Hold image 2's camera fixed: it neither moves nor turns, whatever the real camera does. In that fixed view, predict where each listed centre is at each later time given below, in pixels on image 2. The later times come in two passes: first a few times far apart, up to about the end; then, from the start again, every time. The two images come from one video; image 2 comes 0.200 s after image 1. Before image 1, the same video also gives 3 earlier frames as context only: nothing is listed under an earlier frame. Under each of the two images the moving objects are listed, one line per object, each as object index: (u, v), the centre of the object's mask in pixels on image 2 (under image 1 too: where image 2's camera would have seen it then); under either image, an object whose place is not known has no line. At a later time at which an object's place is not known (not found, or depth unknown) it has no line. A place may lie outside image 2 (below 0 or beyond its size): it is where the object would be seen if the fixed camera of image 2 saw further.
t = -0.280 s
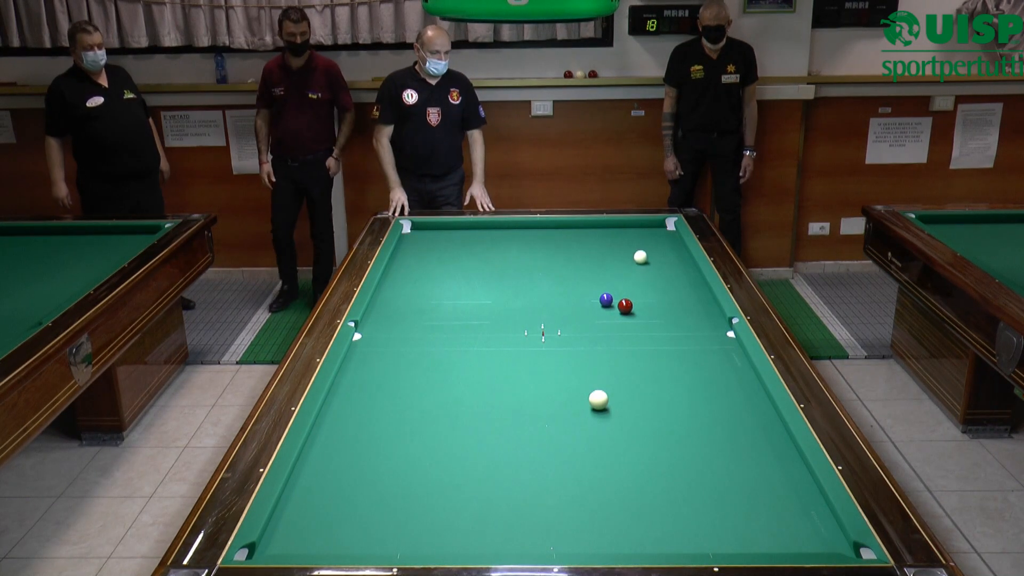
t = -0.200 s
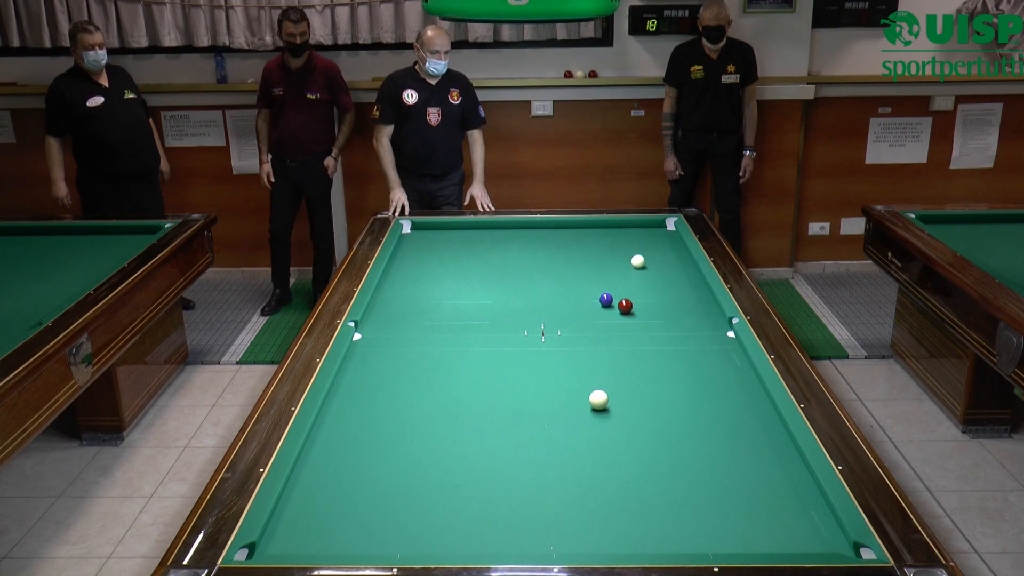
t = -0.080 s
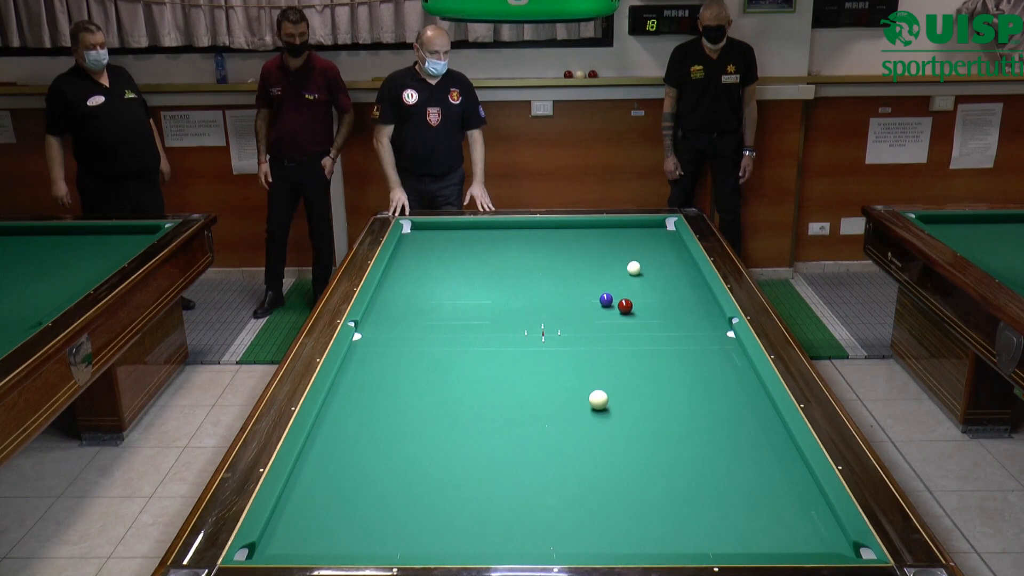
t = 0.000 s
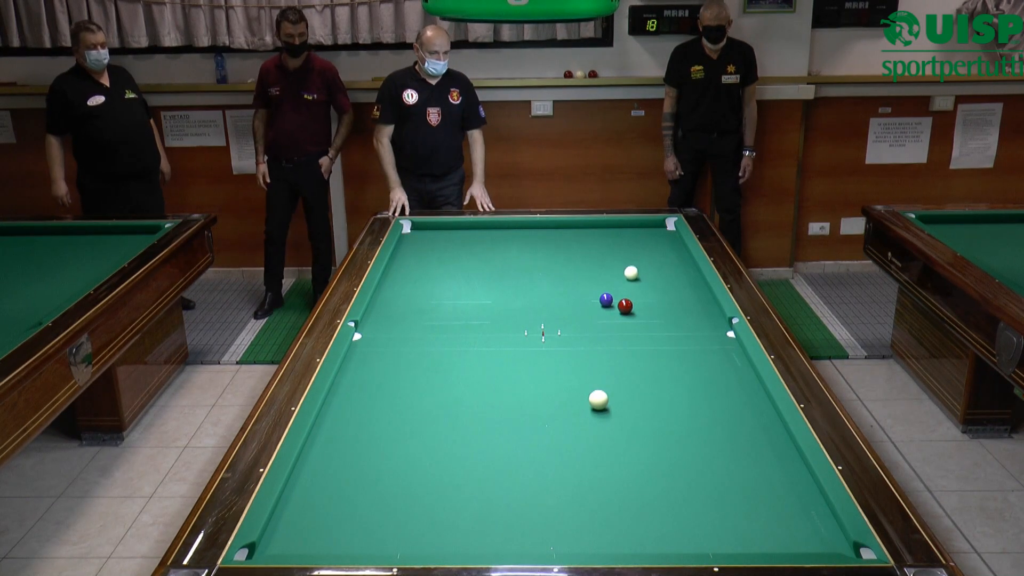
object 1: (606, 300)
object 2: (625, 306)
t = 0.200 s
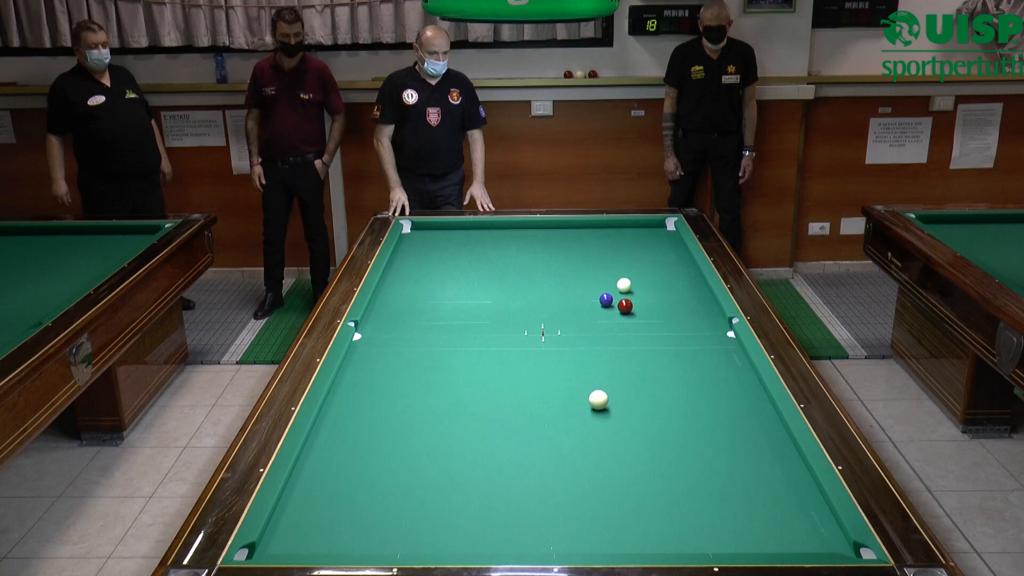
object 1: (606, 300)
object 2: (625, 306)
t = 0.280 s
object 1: (606, 300)
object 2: (625, 306)
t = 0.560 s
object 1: (586, 305)
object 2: (627, 310)
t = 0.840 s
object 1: (561, 312)
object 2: (631, 320)
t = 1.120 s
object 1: (536, 318)
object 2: (636, 330)
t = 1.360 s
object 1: (514, 324)
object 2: (639, 339)
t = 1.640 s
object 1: (489, 330)
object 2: (644, 349)
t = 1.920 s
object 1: (464, 337)
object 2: (648, 359)
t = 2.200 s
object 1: (439, 343)
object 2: (653, 369)
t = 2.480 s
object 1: (414, 350)
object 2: (657, 379)
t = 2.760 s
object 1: (390, 356)
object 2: (661, 390)
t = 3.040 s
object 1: (366, 362)
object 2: (665, 400)
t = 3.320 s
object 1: (350, 367)
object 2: (670, 411)
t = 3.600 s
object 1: (360, 371)
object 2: (674, 421)
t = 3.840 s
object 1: (367, 374)
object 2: (678, 429)
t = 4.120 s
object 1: (376, 377)
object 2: (682, 439)
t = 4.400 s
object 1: (384, 381)
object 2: (687, 448)
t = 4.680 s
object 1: (391, 384)
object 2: (691, 457)
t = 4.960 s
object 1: (398, 387)
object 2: (694, 466)
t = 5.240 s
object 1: (404, 389)
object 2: (698, 474)
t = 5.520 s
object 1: (409, 391)
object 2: (701, 482)
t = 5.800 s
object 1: (414, 393)
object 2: (705, 490)
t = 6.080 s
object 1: (418, 395)
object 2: (708, 496)
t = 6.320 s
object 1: (421, 396)
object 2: (710, 502)
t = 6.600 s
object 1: (424, 397)
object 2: (711, 507)
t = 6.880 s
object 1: (426, 398)
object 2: (712, 512)
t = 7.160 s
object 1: (427, 398)
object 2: (712, 516)
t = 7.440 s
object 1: (428, 397)
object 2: (712, 519)
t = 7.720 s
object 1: (428, 397)
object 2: (712, 521)
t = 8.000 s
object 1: (427, 397)
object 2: (712, 523)
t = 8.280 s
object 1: (427, 397)
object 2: (711, 524)
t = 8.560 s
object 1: (427, 397)
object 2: (711, 524)
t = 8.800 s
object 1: (427, 397)
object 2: (711, 524)
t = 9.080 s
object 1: (427, 397)
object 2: (711, 524)
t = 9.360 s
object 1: (427, 397)
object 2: (711, 524)
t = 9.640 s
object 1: (428, 397)
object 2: (711, 524)
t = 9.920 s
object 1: (428, 397)
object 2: (711, 524)
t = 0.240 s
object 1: (606, 300)
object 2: (625, 306)
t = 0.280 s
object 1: (606, 300)
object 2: (625, 306)
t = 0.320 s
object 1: (606, 300)
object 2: (625, 306)
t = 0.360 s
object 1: (606, 300)
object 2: (625, 307)
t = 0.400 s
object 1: (602, 301)
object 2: (625, 307)
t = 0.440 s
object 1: (598, 302)
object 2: (625, 306)
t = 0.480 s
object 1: (593, 303)
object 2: (625, 307)
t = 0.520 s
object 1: (590, 304)
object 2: (626, 309)
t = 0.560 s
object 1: (586, 305)
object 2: (627, 310)
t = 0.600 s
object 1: (583, 306)
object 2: (627, 312)
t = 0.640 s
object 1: (579, 307)
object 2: (628, 313)
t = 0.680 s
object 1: (575, 308)
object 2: (629, 315)
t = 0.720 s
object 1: (572, 309)
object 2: (629, 316)
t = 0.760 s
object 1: (568, 310)
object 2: (630, 317)
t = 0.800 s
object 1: (565, 311)
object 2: (631, 319)
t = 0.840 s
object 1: (561, 312)
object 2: (631, 320)
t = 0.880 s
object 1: (558, 313)
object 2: (632, 321)
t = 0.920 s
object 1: (554, 314)
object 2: (633, 323)
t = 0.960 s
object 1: (550, 315)
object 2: (633, 324)
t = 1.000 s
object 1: (547, 316)
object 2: (634, 326)
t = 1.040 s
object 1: (543, 316)
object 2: (634, 327)
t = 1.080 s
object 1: (539, 317)
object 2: (635, 329)
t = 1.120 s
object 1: (536, 318)
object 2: (636, 330)
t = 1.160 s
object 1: (532, 319)
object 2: (636, 332)
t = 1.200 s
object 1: (529, 320)
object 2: (637, 333)
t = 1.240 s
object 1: (525, 321)
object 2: (638, 334)
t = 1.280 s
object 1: (521, 322)
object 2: (638, 336)
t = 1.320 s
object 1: (518, 323)
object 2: (639, 337)
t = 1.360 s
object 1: (514, 324)
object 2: (639, 339)
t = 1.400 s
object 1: (511, 325)
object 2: (640, 340)
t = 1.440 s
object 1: (507, 326)
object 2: (641, 341)
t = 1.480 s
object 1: (503, 327)
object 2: (641, 343)
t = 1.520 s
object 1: (500, 328)
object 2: (642, 344)
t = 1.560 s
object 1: (496, 329)
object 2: (643, 346)
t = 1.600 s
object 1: (493, 329)
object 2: (643, 347)
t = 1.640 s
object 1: (489, 330)
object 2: (644, 349)
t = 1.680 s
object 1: (485, 331)
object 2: (644, 350)
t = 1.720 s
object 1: (482, 332)
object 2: (645, 352)
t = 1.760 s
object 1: (478, 333)
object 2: (646, 353)
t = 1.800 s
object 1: (475, 334)
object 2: (646, 354)
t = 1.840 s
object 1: (471, 335)
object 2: (647, 356)
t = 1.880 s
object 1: (467, 336)
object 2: (648, 357)
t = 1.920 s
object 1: (464, 337)
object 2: (648, 359)
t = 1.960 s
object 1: (460, 338)
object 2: (649, 360)
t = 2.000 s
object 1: (457, 339)
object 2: (650, 362)
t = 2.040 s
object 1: (453, 340)
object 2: (650, 363)
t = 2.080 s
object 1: (450, 341)
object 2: (651, 365)
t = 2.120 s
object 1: (446, 341)
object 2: (652, 366)
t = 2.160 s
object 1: (442, 342)
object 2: (652, 368)
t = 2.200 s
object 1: (439, 343)
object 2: (653, 369)
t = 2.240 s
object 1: (435, 344)
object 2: (653, 371)
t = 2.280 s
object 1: (432, 345)
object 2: (654, 372)
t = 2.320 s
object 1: (428, 346)
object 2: (655, 374)
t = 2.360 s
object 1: (425, 347)
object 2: (655, 375)
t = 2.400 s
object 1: (421, 348)
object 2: (656, 376)
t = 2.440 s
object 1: (418, 349)
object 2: (656, 378)
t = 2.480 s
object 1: (414, 350)
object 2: (657, 379)
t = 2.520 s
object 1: (411, 350)
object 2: (657, 381)
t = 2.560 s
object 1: (407, 351)
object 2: (658, 383)
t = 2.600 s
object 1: (404, 352)
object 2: (659, 384)
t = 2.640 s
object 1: (400, 353)
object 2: (659, 386)
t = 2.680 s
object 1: (397, 354)
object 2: (660, 387)
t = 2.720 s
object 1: (393, 355)
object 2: (660, 389)
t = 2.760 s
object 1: (390, 356)
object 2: (661, 390)
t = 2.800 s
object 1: (387, 357)
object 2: (662, 392)
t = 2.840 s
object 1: (383, 358)
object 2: (662, 393)
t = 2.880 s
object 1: (380, 358)
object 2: (663, 394)
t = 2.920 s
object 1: (376, 359)
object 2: (663, 396)
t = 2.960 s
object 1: (373, 360)
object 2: (664, 398)
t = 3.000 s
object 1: (369, 361)
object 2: (665, 399)
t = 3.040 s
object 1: (366, 362)
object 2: (665, 400)
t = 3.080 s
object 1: (363, 363)
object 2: (666, 402)
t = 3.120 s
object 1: (359, 364)
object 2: (667, 403)
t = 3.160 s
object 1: (356, 365)
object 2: (667, 405)
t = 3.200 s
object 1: (353, 365)
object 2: (668, 406)
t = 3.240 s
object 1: (349, 366)
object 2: (668, 408)
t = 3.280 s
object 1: (348, 367)
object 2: (669, 409)
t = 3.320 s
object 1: (350, 367)
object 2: (670, 411)
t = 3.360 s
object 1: (351, 368)
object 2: (671, 412)
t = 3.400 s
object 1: (353, 369)
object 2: (671, 413)
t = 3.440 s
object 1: (354, 369)
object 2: (672, 415)
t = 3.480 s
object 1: (356, 370)
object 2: (672, 416)
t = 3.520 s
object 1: (357, 370)
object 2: (673, 418)
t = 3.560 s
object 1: (358, 371)
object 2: (674, 419)
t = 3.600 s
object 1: (360, 371)
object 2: (674, 421)
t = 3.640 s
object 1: (361, 372)
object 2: (675, 422)
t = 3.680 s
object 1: (362, 372)
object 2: (676, 424)
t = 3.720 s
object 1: (363, 373)
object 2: (676, 425)
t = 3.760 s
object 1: (365, 373)
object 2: (677, 426)
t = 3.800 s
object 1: (366, 374)
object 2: (677, 428)
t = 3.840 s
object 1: (367, 374)
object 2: (678, 429)
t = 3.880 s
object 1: (369, 375)
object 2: (679, 430)
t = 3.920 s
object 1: (370, 375)
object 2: (679, 432)
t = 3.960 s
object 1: (371, 376)
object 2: (680, 433)
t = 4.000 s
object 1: (372, 376)
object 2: (681, 435)
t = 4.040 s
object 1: (373, 377)
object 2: (681, 436)
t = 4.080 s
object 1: (375, 377)
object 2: (682, 438)
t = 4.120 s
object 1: (376, 377)
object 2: (682, 439)
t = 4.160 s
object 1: (377, 378)
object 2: (683, 440)
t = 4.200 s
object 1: (378, 378)
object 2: (684, 442)
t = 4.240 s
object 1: (379, 379)
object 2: (684, 443)
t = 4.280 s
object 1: (380, 379)
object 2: (685, 444)
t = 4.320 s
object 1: (382, 380)
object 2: (685, 446)
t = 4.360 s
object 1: (383, 380)
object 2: (686, 447)
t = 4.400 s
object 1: (384, 381)
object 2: (687, 448)
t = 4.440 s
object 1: (385, 381)
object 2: (687, 449)
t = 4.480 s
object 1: (386, 382)
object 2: (688, 451)
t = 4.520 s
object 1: (387, 382)
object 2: (688, 452)
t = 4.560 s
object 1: (388, 383)
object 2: (689, 453)
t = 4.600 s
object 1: (389, 383)
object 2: (690, 455)
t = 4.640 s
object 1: (390, 383)
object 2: (690, 456)
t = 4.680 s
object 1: (391, 384)
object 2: (691, 457)
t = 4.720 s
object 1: (392, 384)
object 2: (691, 459)
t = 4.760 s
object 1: (393, 385)
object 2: (692, 460)
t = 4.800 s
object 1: (394, 385)
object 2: (692, 461)
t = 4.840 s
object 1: (395, 385)
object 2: (693, 463)
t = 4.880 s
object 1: (396, 386)
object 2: (693, 464)
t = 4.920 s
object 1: (397, 386)
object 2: (694, 465)
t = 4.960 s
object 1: (398, 387)
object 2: (694, 466)
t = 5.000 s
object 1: (399, 387)
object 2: (695, 467)
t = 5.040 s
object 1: (400, 387)
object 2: (695, 468)
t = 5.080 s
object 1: (401, 388)
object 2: (696, 470)
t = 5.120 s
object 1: (401, 388)
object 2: (696, 471)
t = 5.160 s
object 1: (402, 388)
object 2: (697, 472)
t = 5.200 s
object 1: (403, 389)
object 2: (698, 473)
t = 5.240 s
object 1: (404, 389)
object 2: (698, 474)
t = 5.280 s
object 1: (405, 389)
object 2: (698, 476)
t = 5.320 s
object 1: (406, 390)
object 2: (699, 477)
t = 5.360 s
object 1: (406, 390)
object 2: (699, 478)
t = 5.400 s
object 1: (407, 390)
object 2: (700, 479)
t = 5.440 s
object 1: (408, 391)
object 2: (700, 480)
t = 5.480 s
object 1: (409, 391)
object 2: (701, 481)
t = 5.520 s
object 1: (409, 391)
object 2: (701, 482)
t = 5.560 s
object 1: (410, 392)
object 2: (702, 483)
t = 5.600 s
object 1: (411, 392)
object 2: (702, 484)
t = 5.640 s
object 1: (411, 392)
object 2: (703, 486)
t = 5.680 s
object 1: (412, 392)
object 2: (703, 487)
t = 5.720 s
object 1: (413, 393)
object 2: (704, 488)
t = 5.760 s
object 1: (414, 393)
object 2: (704, 489)
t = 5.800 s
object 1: (414, 393)
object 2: (705, 490)
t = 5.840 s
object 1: (415, 393)
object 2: (705, 491)
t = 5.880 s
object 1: (415, 394)
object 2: (706, 492)
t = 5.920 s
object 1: (416, 394)
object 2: (706, 493)
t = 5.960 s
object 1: (417, 394)
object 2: (707, 493)
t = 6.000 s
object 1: (417, 394)
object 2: (707, 494)
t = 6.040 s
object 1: (418, 394)
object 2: (707, 496)
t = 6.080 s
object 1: (418, 395)
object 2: (708, 496)
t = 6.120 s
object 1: (419, 395)
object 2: (708, 497)
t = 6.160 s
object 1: (419, 395)
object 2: (708, 498)
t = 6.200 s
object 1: (420, 395)
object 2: (709, 499)
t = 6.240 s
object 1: (420, 395)
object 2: (709, 500)
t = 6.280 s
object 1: (421, 396)
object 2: (709, 501)
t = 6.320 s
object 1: (421, 396)
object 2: (710, 502)
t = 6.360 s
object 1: (422, 396)
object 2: (710, 503)
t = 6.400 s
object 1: (422, 396)
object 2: (710, 503)
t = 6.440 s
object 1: (422, 396)
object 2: (710, 504)
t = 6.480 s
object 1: (423, 397)
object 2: (710, 505)
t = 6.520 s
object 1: (423, 397)
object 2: (710, 506)
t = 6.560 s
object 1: (424, 397)
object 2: (711, 507)
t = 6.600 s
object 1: (424, 397)
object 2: (711, 507)
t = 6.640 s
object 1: (424, 397)
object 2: (711, 508)
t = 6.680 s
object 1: (425, 397)
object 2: (711, 509)
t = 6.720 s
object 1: (425, 397)
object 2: (711, 509)
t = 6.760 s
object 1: (425, 397)
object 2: (711, 510)
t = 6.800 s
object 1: (425, 397)
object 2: (711, 511)
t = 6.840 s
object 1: (426, 397)
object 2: (712, 511)
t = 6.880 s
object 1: (426, 398)
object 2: (712, 512)
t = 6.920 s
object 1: (426, 398)
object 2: (712, 512)
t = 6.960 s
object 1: (427, 398)
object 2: (712, 513)
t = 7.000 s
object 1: (427, 398)
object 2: (712, 513)
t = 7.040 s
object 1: (427, 398)
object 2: (712, 514)
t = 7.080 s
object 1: (427, 398)
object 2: (712, 515)
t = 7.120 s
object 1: (427, 398)
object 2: (712, 515)
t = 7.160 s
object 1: (427, 398)
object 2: (712, 516)
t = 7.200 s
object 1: (428, 398)
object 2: (712, 516)
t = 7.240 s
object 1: (428, 398)
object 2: (712, 517)
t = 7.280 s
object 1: (428, 398)
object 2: (712, 517)
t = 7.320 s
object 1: (428, 398)
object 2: (712, 518)
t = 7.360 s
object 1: (428, 397)
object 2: (712, 518)
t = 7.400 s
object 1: (428, 397)
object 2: (712, 519)
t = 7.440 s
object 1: (428, 397)
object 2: (712, 519)
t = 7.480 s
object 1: (428, 397)
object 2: (712, 520)
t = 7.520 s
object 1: (428, 397)
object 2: (712, 520)
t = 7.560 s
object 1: (428, 397)
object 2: (712, 520)
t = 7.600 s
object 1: (428, 397)
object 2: (712, 521)
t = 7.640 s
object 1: (428, 397)
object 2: (712, 521)
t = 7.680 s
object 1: (428, 397)
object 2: (712, 521)
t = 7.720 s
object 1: (428, 397)
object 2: (712, 521)
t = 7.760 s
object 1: (427, 397)
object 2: (712, 522)
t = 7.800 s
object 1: (427, 397)
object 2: (712, 522)
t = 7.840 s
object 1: (427, 397)
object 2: (712, 522)
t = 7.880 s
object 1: (427, 397)
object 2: (712, 522)
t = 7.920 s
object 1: (427, 397)
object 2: (712, 523)
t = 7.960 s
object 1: (427, 397)
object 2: (712, 523)
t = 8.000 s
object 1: (427, 397)
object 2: (712, 523)
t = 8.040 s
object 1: (427, 397)
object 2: (712, 523)
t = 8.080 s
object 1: (427, 397)
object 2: (712, 523)
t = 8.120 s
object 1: (427, 397)
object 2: (712, 523)
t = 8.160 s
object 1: (427, 397)
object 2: (712, 523)
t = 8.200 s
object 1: (427, 397)
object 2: (712, 523)
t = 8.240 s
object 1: (427, 397)
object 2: (711, 524)
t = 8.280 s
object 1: (427, 397)
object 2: (711, 524)
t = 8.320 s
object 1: (427, 397)
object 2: (711, 524)
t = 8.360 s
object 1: (427, 397)
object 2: (711, 524)
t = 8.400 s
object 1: (427, 397)
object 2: (711, 524)
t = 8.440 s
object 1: (427, 397)
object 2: (711, 524)
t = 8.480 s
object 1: (427, 397)
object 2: (711, 524)
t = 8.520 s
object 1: (427, 397)
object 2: (711, 524)
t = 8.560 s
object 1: (427, 397)
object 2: (711, 524)
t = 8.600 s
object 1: (427, 397)
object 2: (711, 524)
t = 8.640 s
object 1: (427, 397)
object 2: (711, 524)
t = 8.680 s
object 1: (427, 397)
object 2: (711, 524)
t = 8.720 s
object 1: (427, 397)
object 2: (711, 524)
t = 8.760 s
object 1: (427, 397)
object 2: (711, 524)
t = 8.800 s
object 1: (427, 397)
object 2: (711, 524)
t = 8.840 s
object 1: (427, 397)
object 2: (711, 524)
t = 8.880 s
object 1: (427, 397)
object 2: (711, 524)
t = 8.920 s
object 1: (427, 397)
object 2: (711, 524)
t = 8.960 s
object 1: (427, 397)
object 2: (711, 524)
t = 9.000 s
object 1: (427, 397)
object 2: (711, 524)
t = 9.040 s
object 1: (427, 397)
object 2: (711, 524)
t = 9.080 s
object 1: (427, 397)
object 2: (711, 524)
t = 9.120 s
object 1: (427, 397)
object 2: (711, 524)
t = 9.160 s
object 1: (427, 397)
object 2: (711, 524)
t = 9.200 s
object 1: (427, 397)
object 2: (711, 524)
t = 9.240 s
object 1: (427, 397)
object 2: (711, 524)
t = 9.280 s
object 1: (427, 397)
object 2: (711, 524)
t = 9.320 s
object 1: (427, 397)
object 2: (711, 524)
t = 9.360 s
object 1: (427, 397)
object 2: (711, 524)
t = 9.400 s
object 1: (427, 397)
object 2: (711, 524)
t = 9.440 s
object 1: (427, 397)
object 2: (711, 524)
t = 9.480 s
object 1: (427, 397)
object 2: (711, 524)
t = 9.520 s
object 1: (427, 397)
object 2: (711, 524)
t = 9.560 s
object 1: (427, 397)
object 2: (711, 524)
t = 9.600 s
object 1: (428, 397)
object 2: (711, 524)
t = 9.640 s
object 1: (428, 397)
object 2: (711, 524)
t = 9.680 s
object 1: (428, 397)
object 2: (711, 524)
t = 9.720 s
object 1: (427, 397)
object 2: (711, 524)
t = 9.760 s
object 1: (428, 397)
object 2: (711, 524)
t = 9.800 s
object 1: (428, 397)
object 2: (711, 524)
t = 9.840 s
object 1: (428, 397)
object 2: (711, 524)
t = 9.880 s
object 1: (428, 397)
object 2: (711, 524)
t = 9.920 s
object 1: (428, 397)
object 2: (711, 524)
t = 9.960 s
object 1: (428, 397)
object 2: (711, 524)
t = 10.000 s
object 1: (428, 397)
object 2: (711, 524)
